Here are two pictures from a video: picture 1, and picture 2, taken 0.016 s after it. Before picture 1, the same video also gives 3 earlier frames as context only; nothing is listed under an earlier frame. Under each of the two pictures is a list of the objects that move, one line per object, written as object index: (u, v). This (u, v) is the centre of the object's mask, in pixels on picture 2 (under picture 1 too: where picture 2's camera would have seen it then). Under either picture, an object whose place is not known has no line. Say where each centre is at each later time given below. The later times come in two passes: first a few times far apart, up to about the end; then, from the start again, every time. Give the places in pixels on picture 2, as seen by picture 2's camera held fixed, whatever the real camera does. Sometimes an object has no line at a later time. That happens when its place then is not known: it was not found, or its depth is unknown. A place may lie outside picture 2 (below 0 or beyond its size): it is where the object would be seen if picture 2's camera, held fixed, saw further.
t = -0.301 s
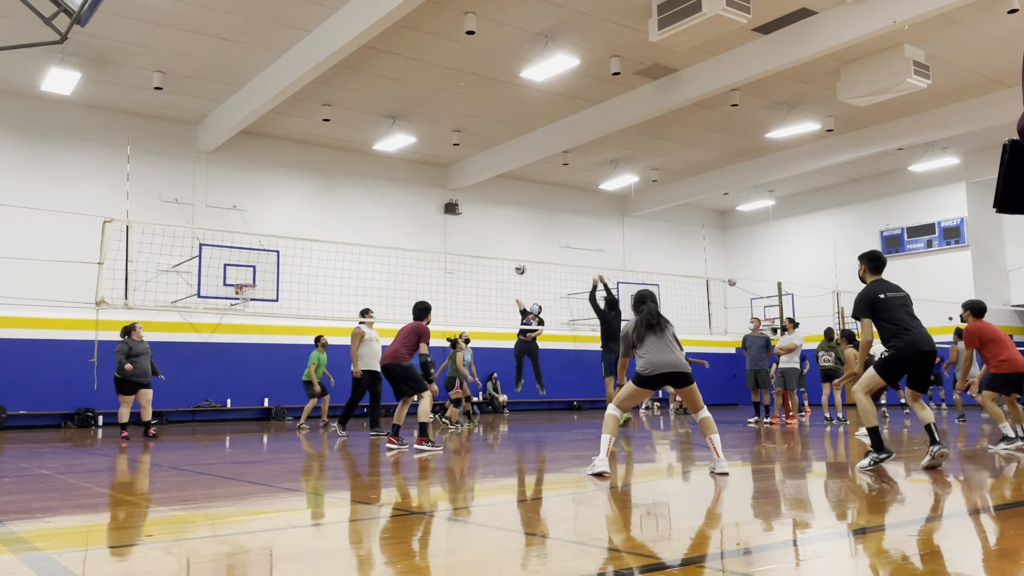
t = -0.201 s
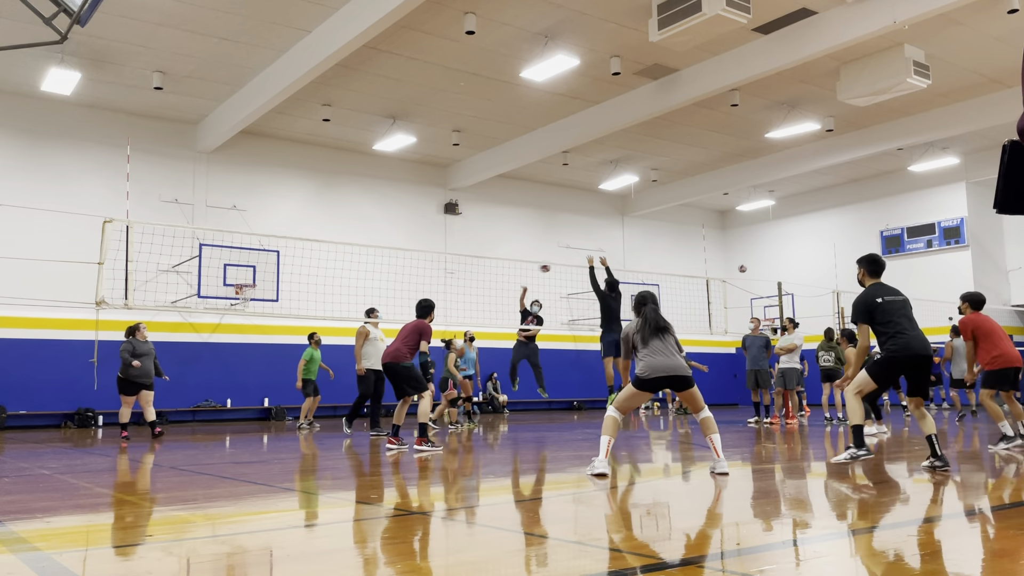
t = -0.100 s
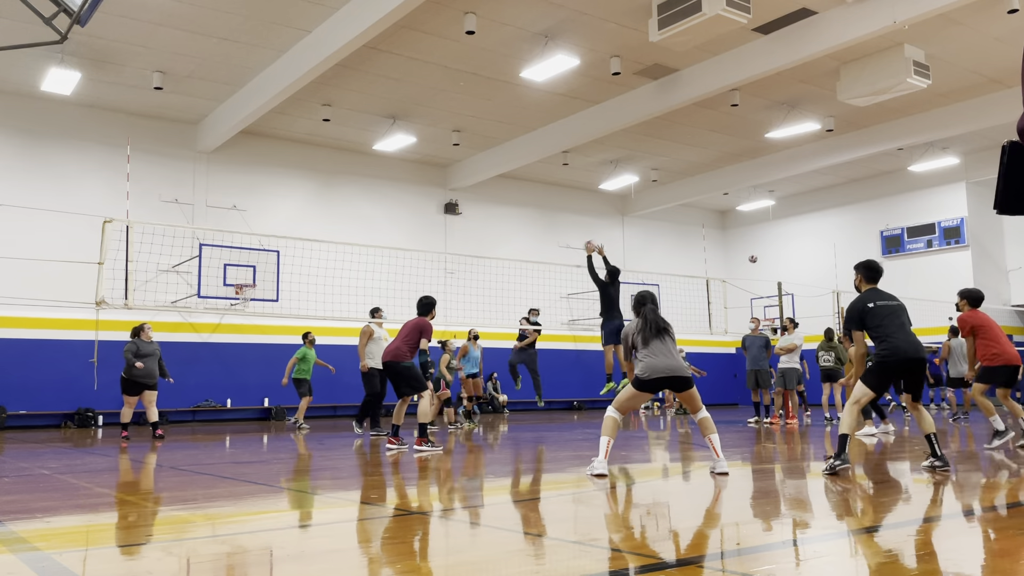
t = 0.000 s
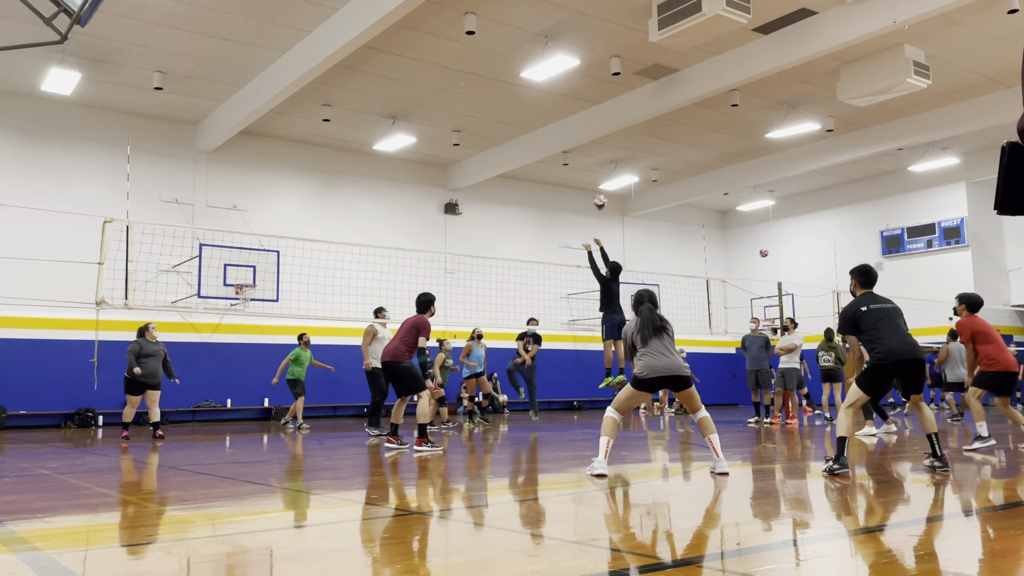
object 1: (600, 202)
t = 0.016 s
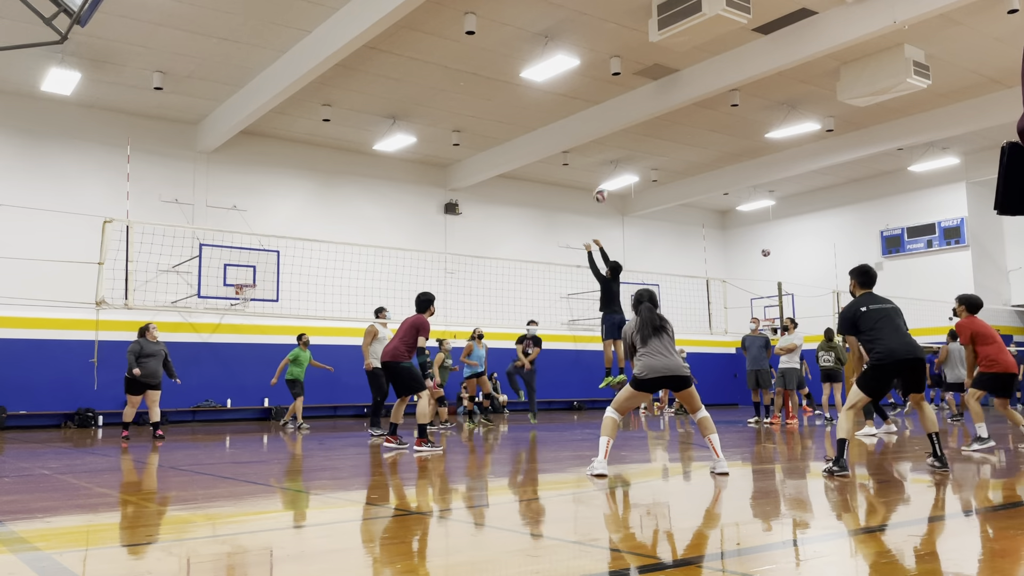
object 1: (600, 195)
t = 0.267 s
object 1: (611, 91)
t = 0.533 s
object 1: (632, 14)
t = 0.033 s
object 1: (600, 187)
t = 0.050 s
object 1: (600, 179)
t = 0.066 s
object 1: (602, 171)
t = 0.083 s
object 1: (602, 164)
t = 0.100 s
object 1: (603, 157)
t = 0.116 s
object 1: (603, 150)
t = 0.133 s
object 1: (604, 143)
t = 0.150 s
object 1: (605, 136)
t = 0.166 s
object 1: (606, 129)
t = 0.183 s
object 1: (606, 123)
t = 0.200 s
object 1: (608, 116)
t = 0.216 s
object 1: (608, 110)
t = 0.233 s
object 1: (609, 103)
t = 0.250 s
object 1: (610, 97)
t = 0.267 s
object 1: (611, 91)
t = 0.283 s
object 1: (612, 85)
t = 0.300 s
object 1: (613, 79)
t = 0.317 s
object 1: (614, 74)
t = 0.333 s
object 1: (616, 68)
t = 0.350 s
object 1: (617, 62)
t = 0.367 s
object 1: (618, 57)
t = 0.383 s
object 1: (619, 53)
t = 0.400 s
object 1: (620, 48)
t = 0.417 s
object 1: (622, 43)
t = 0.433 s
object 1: (623, 39)
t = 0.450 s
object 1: (624, 34)
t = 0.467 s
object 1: (626, 30)
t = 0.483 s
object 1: (628, 25)
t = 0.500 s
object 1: (629, 21)
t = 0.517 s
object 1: (631, 18)
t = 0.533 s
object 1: (632, 14)
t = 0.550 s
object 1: (634, 11)
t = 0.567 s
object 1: (636, 9)
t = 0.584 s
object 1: (637, 7)
